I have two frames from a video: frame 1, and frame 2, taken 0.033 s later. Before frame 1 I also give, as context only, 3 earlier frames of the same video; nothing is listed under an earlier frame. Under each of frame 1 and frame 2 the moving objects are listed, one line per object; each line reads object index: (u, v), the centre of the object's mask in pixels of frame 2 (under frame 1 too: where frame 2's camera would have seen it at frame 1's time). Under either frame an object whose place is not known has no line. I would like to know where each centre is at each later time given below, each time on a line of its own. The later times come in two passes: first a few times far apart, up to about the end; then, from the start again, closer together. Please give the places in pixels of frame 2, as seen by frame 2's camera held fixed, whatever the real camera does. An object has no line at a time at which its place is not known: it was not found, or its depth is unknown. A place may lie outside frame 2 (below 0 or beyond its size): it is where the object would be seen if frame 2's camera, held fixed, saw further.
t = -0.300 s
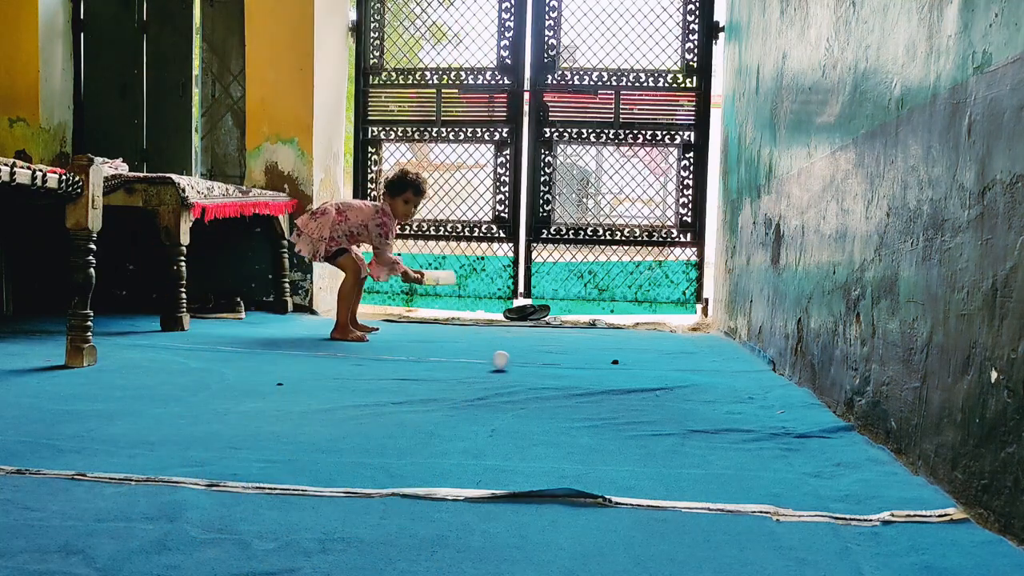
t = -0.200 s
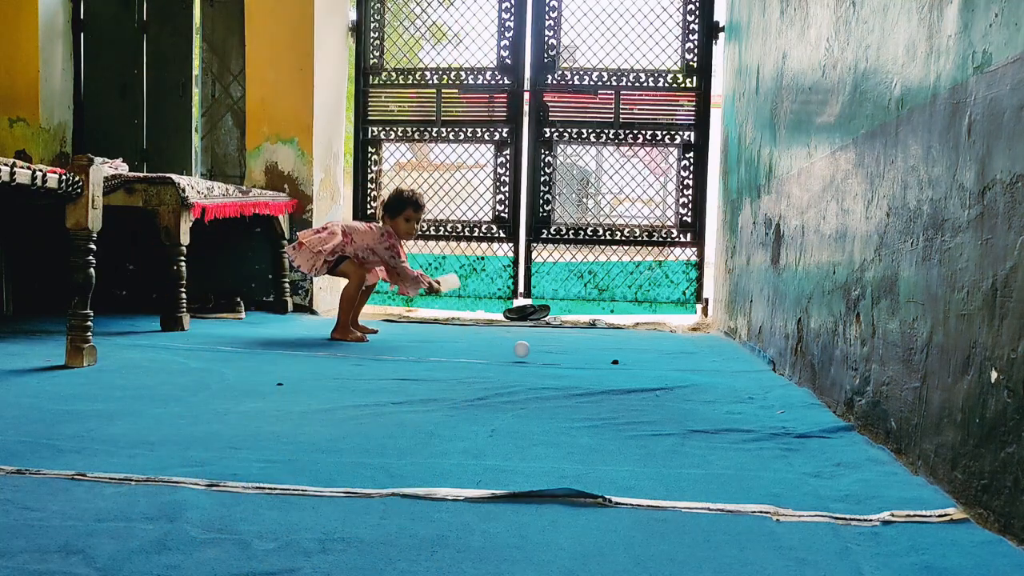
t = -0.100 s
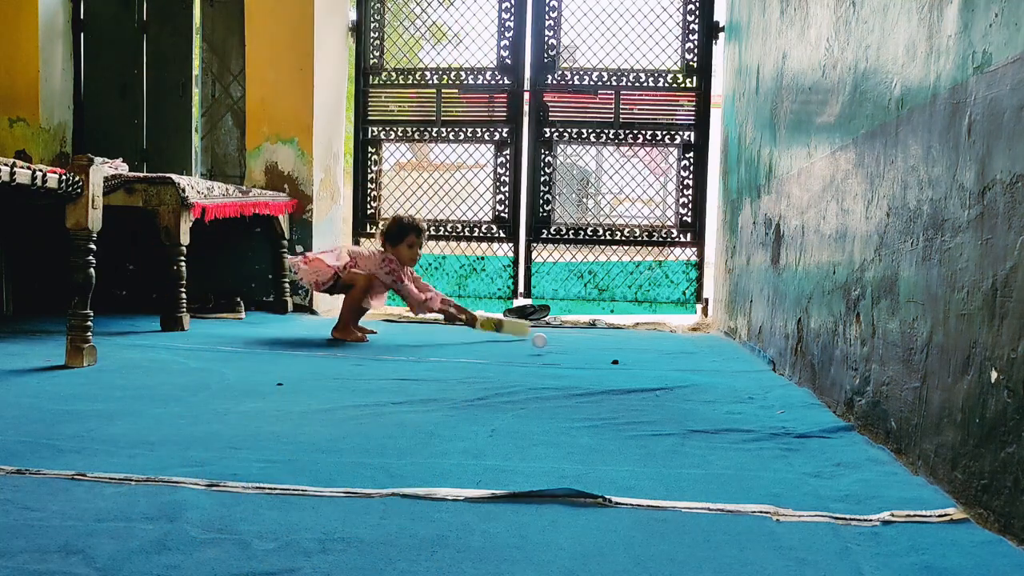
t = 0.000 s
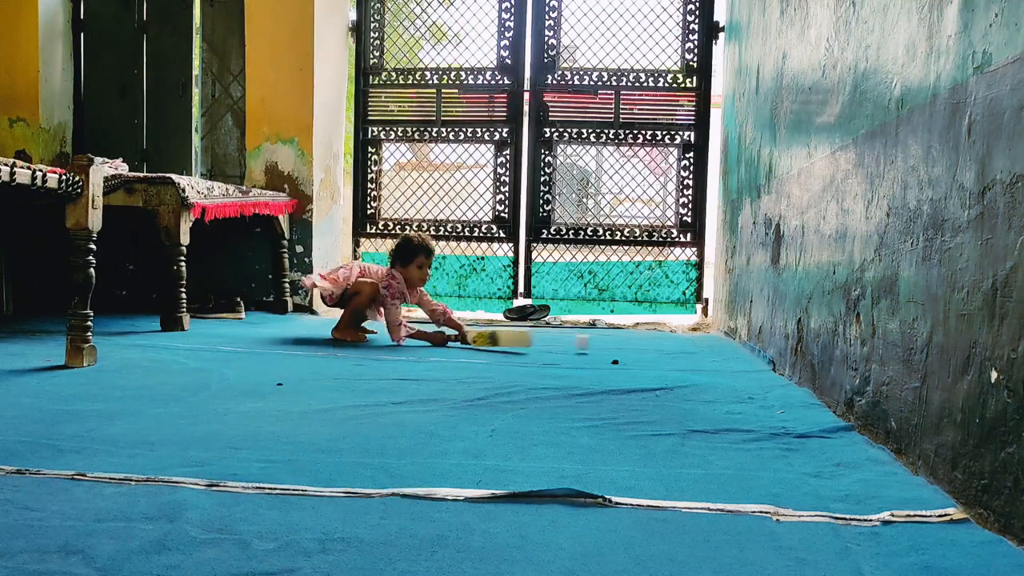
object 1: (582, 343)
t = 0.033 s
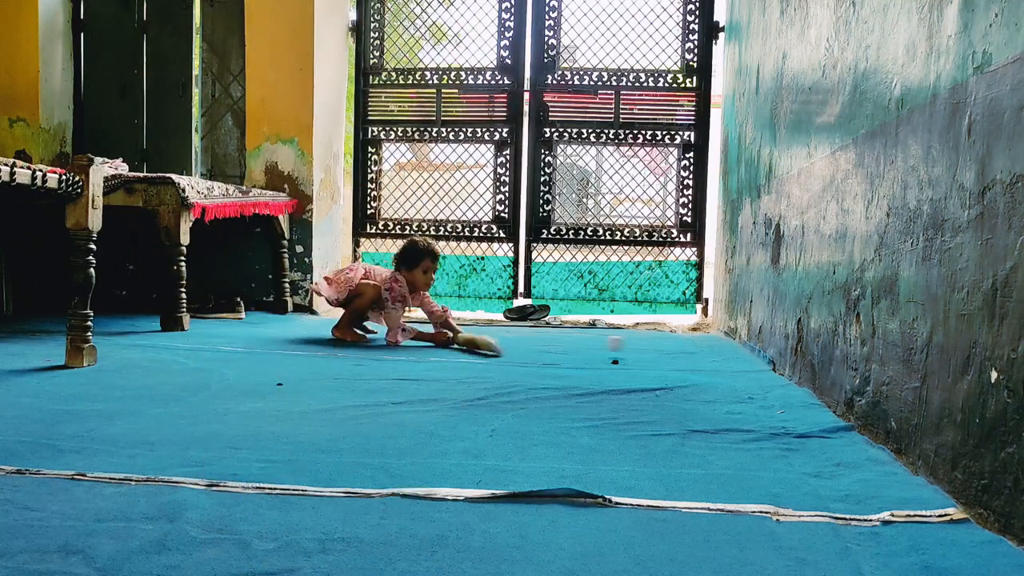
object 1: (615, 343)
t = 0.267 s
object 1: (693, 349)
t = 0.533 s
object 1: (510, 359)
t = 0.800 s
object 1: (372, 391)
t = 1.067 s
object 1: (220, 413)
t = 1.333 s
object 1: (38, 431)
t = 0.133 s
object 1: (724, 357)
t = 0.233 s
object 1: (719, 349)
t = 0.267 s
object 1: (693, 349)
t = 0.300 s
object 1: (666, 352)
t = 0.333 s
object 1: (638, 359)
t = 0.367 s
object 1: (610, 370)
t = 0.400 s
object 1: (585, 370)
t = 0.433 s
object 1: (567, 361)
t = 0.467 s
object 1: (548, 357)
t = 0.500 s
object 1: (529, 356)
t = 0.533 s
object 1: (510, 359)
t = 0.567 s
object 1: (490, 367)
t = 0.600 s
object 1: (469, 381)
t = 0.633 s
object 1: (451, 383)
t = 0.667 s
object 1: (436, 379)
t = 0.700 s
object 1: (421, 379)
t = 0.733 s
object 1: (405, 383)
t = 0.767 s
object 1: (389, 392)
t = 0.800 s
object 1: (372, 391)
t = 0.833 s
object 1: (355, 390)
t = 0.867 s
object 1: (337, 393)
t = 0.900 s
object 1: (319, 402)
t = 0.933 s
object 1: (301, 405)
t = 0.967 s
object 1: (282, 407)
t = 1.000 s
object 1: (261, 407)
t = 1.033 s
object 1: (240, 411)
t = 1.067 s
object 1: (220, 413)
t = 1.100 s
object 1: (198, 415)
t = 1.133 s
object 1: (176, 419)
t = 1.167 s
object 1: (154, 421)
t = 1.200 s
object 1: (131, 424)
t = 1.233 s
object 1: (109, 426)
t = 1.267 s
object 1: (86, 428)
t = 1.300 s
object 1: (62, 427)
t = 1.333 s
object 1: (38, 431)
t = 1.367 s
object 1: (16, 433)
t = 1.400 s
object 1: (5, 434)
